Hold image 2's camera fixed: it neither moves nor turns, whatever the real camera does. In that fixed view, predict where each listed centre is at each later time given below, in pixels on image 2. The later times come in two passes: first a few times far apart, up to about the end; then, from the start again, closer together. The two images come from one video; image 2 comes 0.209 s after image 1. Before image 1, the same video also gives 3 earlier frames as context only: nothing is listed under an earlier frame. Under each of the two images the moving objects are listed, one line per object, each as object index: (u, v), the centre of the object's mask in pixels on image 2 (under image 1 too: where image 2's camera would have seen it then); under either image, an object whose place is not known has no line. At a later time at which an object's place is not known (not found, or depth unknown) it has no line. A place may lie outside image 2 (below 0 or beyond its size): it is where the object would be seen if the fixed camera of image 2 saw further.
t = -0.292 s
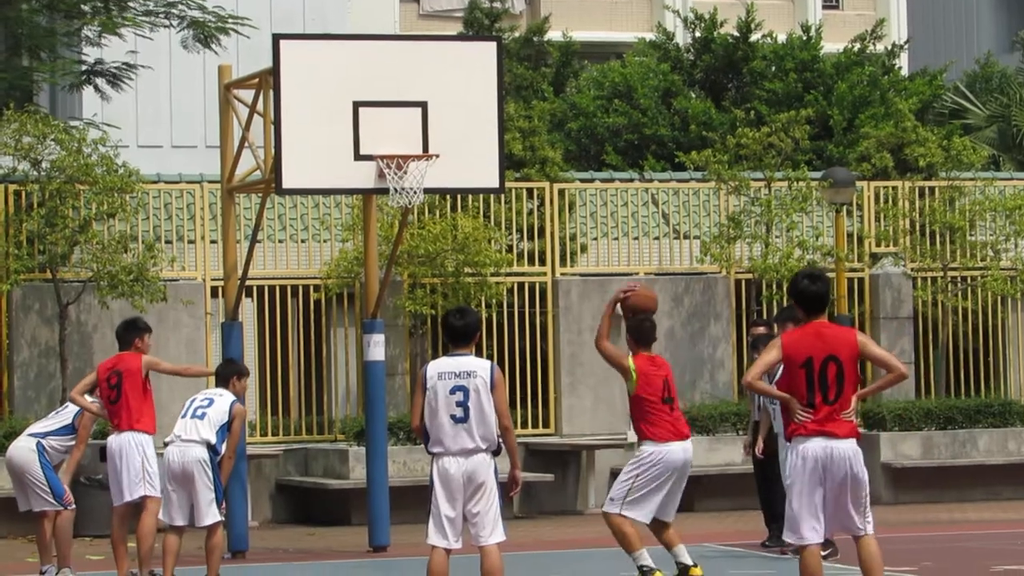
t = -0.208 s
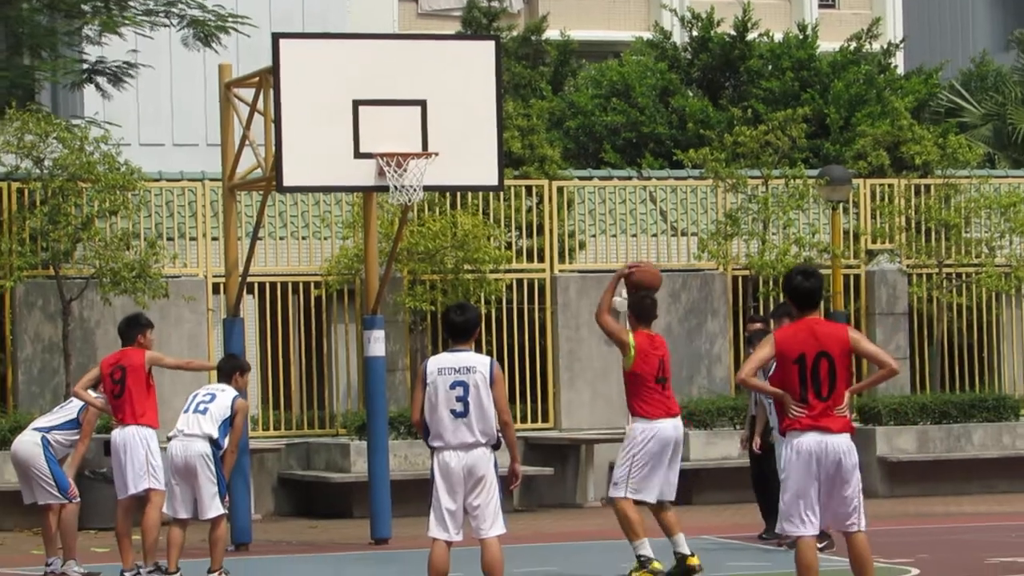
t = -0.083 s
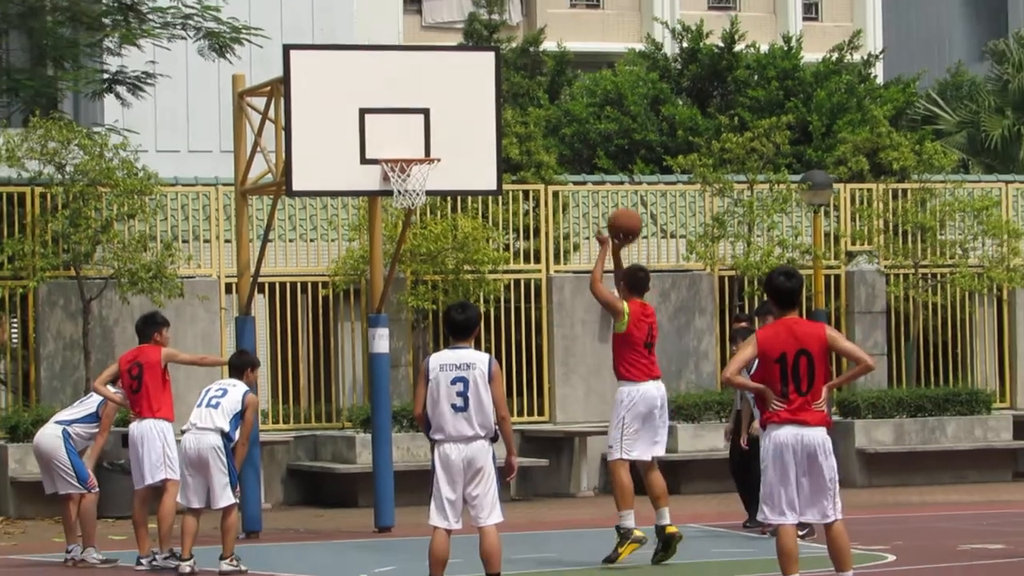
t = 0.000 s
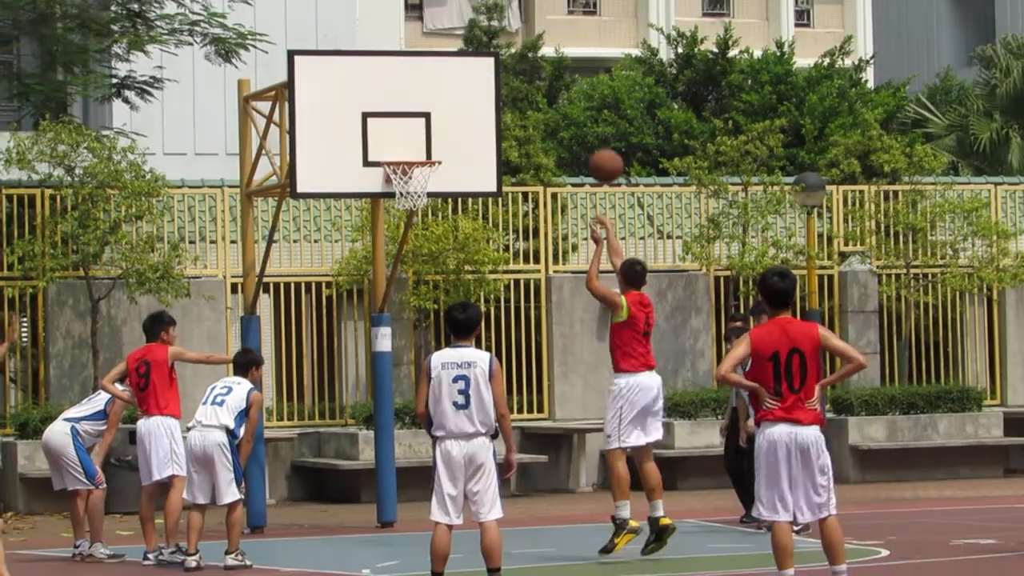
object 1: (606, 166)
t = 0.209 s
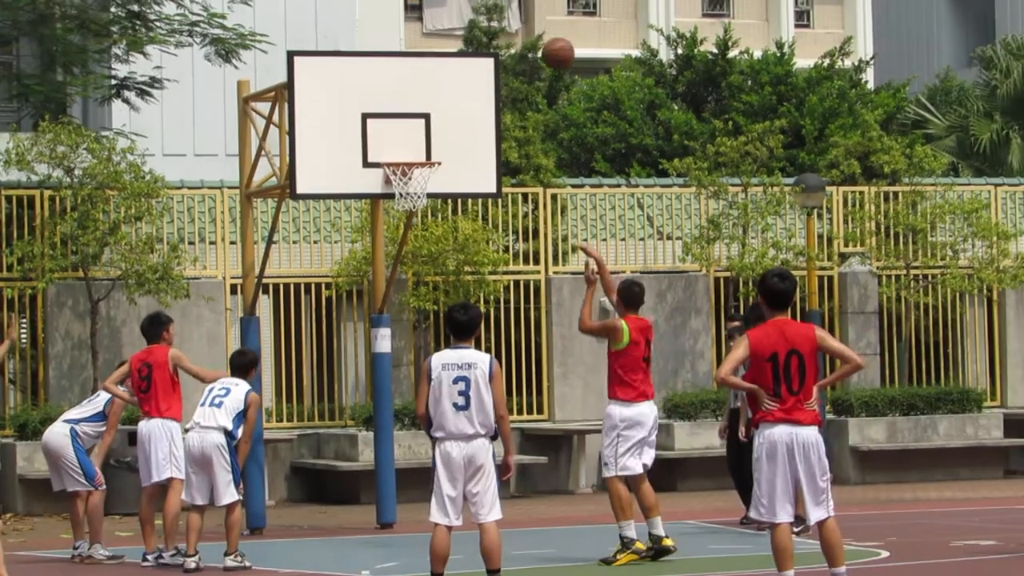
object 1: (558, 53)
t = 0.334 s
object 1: (531, 16)
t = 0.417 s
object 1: (514, 8)
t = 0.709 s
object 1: (460, 27)
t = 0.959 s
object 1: (419, 129)
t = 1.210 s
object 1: (403, 260)
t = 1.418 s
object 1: (398, 412)
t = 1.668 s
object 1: (394, 444)
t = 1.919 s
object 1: (394, 317)
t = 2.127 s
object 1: (395, 267)
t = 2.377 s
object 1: (399, 277)
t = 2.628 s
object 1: (405, 373)
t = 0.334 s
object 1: (531, 16)
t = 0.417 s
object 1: (514, 8)
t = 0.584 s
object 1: (483, 9)
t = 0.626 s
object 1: (475, 12)
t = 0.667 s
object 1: (468, 17)
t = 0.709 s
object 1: (460, 27)
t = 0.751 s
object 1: (454, 39)
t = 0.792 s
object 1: (446, 53)
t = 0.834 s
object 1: (439, 69)
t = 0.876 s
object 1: (432, 87)
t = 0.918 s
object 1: (426, 107)
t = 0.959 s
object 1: (419, 129)
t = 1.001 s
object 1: (413, 151)
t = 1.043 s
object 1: (409, 170)
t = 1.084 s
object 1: (407, 200)
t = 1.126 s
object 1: (406, 214)
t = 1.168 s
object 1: (405, 236)
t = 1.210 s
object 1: (403, 260)
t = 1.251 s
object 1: (402, 285)
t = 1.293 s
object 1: (401, 314)
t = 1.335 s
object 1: (400, 344)
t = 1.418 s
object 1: (398, 412)
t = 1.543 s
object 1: (395, 530)
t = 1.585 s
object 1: (395, 502)
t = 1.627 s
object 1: (394, 472)
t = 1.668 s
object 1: (394, 444)
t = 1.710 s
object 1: (394, 418)
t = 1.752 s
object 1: (394, 393)
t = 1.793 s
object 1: (393, 371)
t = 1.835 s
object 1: (394, 351)
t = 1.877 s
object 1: (394, 333)
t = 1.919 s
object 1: (394, 317)
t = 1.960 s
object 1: (395, 303)
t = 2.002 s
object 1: (394, 291)
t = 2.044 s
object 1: (394, 281)
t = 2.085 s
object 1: (395, 272)
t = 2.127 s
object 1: (395, 267)
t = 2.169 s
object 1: (396, 263)
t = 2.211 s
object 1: (397, 262)
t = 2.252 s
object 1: (397, 262)
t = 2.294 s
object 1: (397, 265)
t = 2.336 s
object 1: (398, 270)
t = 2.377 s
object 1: (399, 277)
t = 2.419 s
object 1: (399, 287)
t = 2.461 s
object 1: (400, 299)
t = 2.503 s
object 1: (402, 314)
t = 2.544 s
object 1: (403, 331)
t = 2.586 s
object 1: (404, 351)
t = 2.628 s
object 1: (405, 373)
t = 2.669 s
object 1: (406, 395)
